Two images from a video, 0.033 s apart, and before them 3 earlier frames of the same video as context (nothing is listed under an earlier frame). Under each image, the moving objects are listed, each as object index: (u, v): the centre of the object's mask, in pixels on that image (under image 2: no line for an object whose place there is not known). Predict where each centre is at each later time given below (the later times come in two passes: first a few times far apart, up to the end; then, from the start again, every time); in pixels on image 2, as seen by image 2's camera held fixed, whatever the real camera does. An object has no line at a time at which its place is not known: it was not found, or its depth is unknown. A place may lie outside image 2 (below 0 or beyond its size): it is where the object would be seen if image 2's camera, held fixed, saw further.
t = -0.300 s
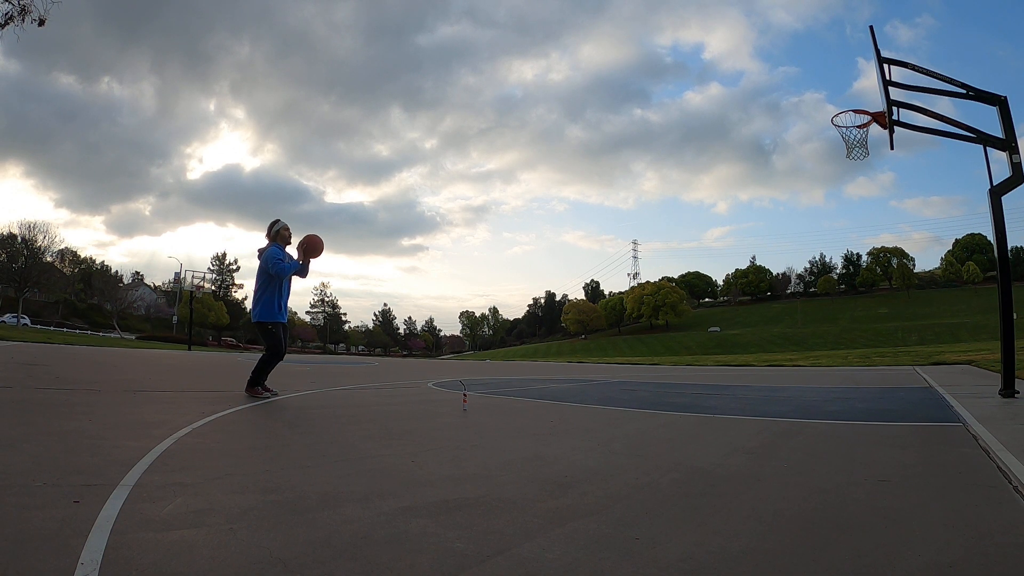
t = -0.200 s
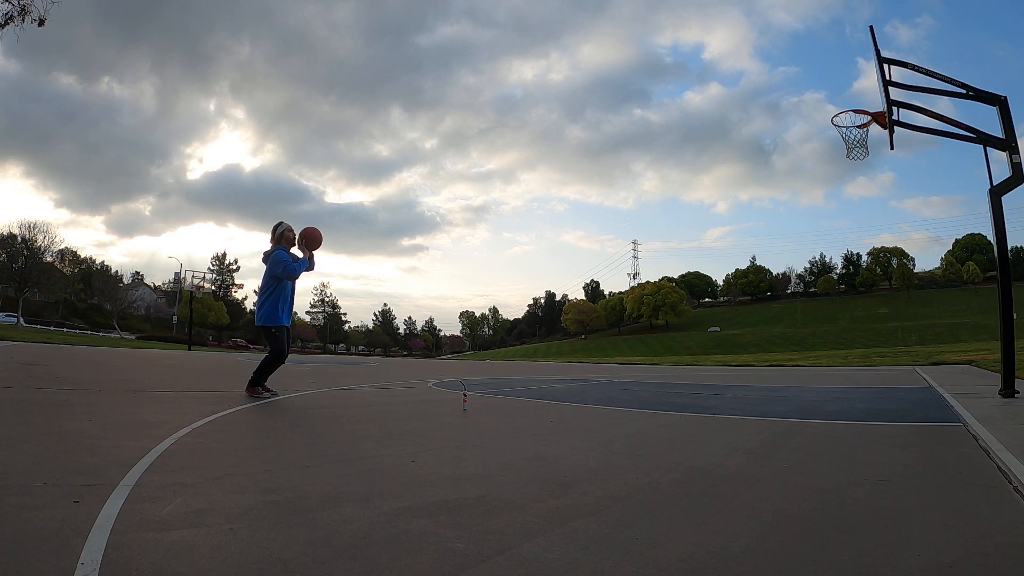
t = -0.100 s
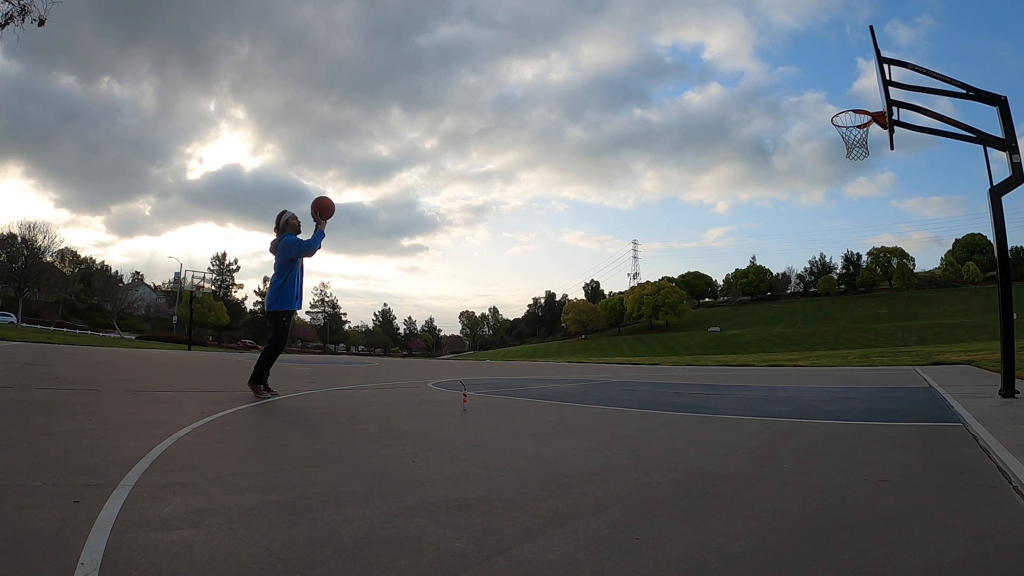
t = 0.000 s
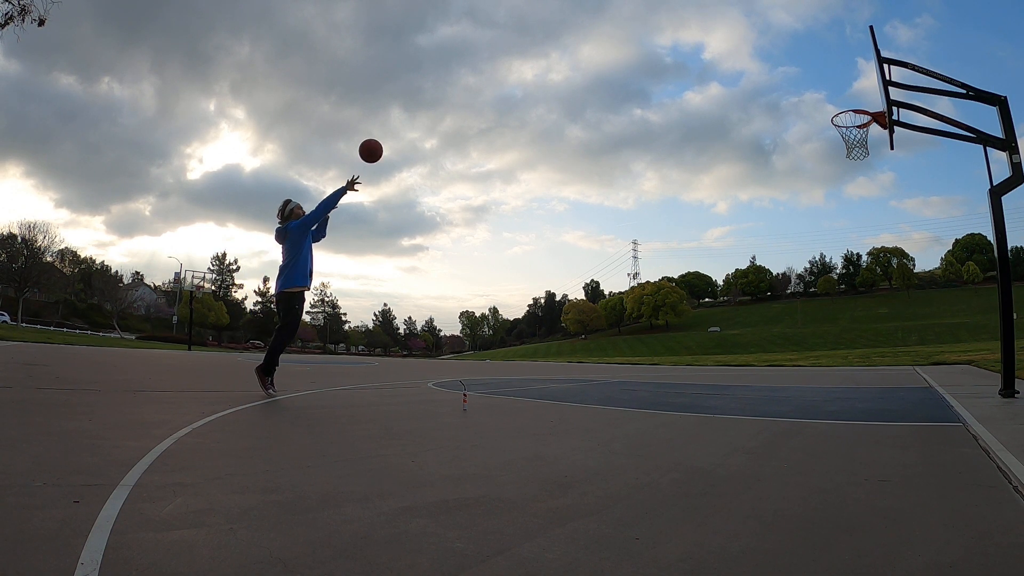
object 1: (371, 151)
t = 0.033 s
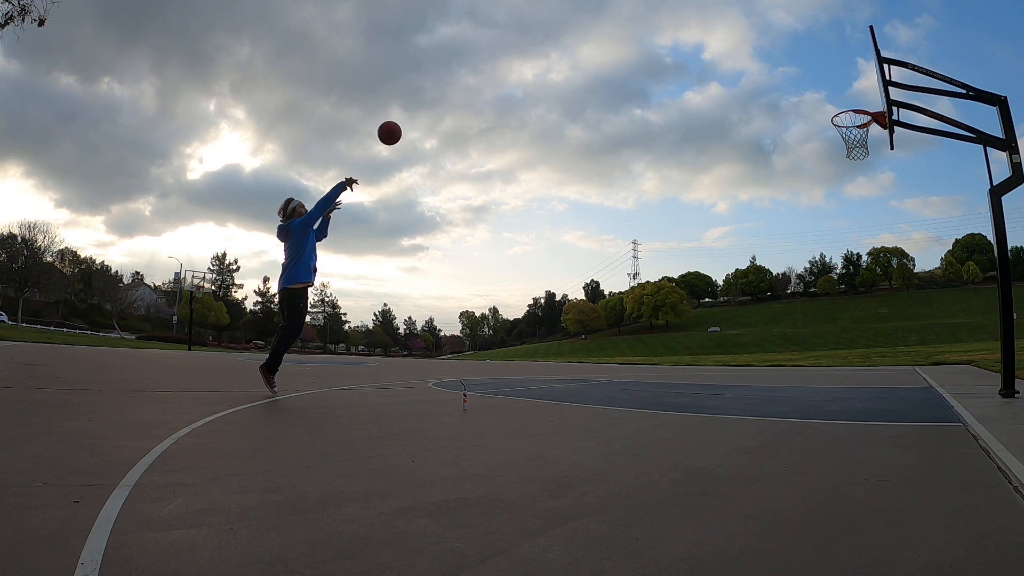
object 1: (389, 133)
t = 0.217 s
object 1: (490, 59)
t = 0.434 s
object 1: (599, 20)
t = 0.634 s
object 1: (692, 22)
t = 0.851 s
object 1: (788, 62)
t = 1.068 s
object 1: (844, 77)
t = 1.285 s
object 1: (850, 22)
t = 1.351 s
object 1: (855, 12)
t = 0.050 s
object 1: (399, 124)
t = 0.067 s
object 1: (408, 116)
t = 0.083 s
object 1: (417, 109)
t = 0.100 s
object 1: (427, 101)
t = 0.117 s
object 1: (436, 94)
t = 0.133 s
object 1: (445, 87)
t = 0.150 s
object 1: (454, 81)
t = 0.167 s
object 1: (463, 75)
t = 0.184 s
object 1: (472, 69)
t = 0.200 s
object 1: (481, 64)
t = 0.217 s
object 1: (490, 59)
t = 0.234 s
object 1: (499, 54)
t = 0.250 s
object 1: (507, 50)
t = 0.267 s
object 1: (516, 46)
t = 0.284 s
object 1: (525, 42)
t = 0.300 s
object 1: (533, 38)
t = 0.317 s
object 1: (542, 35)
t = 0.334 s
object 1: (550, 32)
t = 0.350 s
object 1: (558, 29)
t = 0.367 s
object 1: (567, 27)
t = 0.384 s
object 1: (575, 25)
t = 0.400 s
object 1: (583, 23)
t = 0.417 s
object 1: (591, 21)
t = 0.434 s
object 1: (599, 20)
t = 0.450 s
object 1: (607, 18)
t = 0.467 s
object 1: (615, 18)
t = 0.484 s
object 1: (622, 17)
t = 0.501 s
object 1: (630, 16)
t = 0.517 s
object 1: (638, 16)
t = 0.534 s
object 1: (646, 16)
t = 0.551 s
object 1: (654, 17)
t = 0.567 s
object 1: (661, 17)
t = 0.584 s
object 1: (669, 18)
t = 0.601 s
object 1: (676, 19)
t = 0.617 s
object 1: (684, 20)
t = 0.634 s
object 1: (692, 22)
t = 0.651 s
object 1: (699, 23)
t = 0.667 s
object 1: (707, 25)
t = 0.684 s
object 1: (714, 27)
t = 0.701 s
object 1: (722, 30)
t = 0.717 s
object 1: (729, 32)
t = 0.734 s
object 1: (736, 35)
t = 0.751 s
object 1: (744, 38)
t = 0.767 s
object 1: (751, 41)
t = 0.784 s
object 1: (759, 45)
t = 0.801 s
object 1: (766, 49)
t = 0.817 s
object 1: (773, 53)
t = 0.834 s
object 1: (780, 57)
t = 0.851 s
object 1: (788, 62)
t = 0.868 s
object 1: (795, 66)
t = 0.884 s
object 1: (802, 71)
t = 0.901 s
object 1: (809, 77)
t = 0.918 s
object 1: (817, 82)
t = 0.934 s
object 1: (824, 88)
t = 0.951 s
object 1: (831, 94)
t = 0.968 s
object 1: (838, 100)
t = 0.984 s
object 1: (843, 103)
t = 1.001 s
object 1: (843, 98)
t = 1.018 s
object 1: (843, 92)
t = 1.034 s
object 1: (843, 87)
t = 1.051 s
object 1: (843, 82)
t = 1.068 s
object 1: (844, 77)
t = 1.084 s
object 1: (844, 72)
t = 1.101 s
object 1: (844, 67)
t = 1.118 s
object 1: (845, 62)
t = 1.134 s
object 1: (845, 57)
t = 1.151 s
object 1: (845, 53)
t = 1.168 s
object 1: (846, 48)
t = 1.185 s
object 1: (846, 44)
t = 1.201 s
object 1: (847, 40)
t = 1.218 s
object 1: (847, 36)
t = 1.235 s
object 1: (848, 32)
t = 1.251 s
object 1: (849, 29)
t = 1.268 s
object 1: (849, 25)
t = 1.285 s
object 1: (850, 22)
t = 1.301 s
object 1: (851, 19)
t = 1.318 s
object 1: (852, 16)
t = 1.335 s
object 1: (853, 14)
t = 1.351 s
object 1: (855, 12)
